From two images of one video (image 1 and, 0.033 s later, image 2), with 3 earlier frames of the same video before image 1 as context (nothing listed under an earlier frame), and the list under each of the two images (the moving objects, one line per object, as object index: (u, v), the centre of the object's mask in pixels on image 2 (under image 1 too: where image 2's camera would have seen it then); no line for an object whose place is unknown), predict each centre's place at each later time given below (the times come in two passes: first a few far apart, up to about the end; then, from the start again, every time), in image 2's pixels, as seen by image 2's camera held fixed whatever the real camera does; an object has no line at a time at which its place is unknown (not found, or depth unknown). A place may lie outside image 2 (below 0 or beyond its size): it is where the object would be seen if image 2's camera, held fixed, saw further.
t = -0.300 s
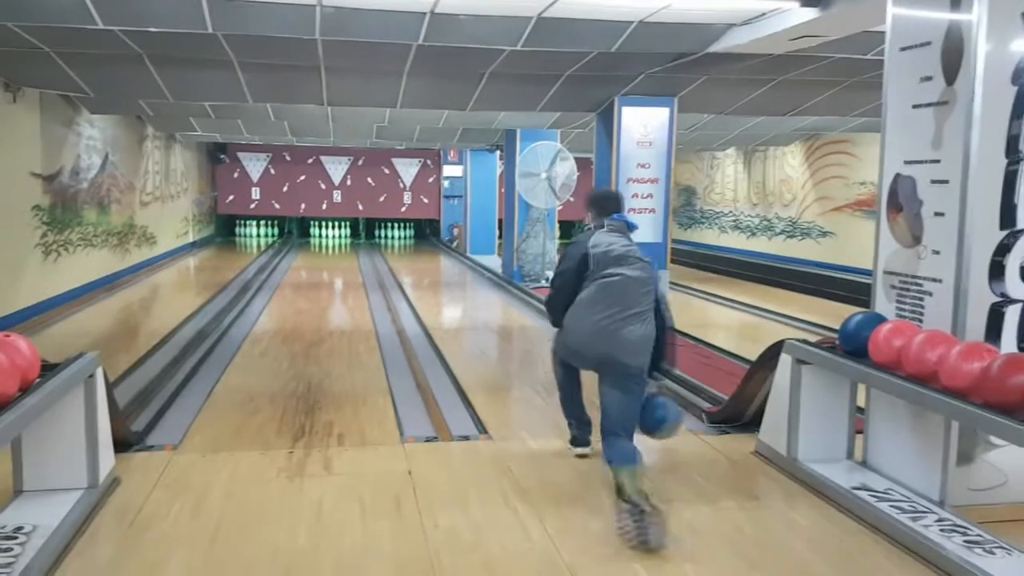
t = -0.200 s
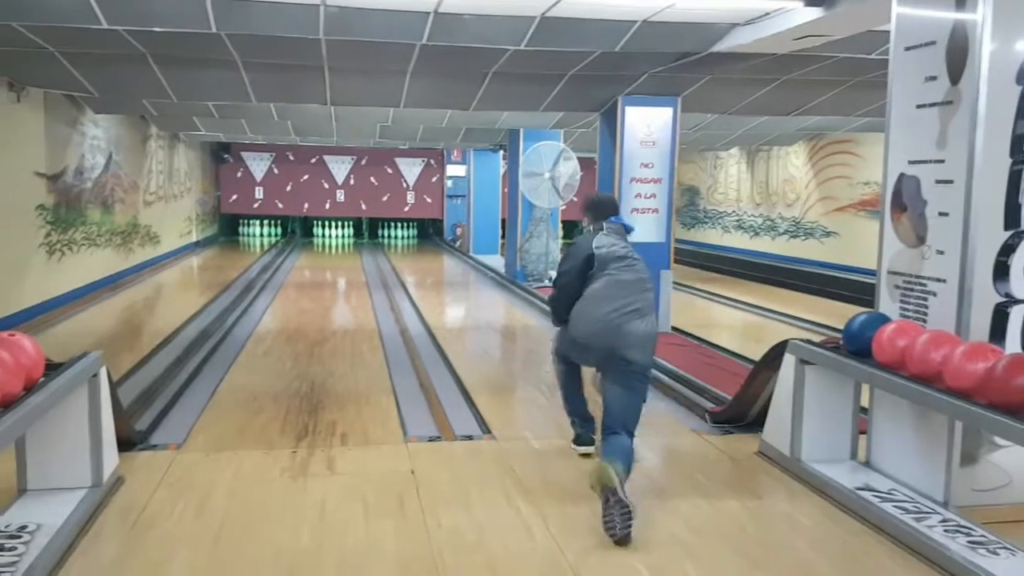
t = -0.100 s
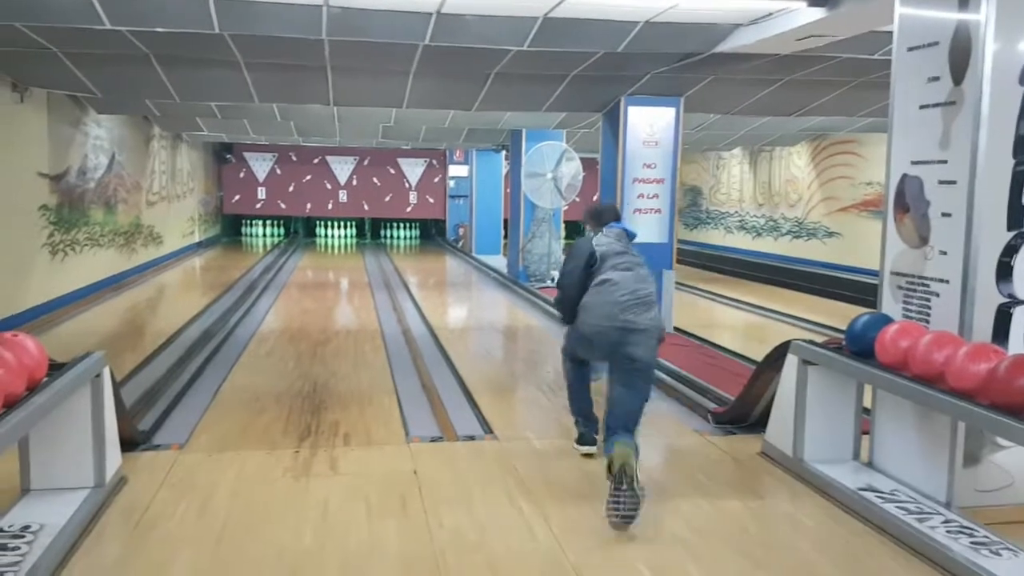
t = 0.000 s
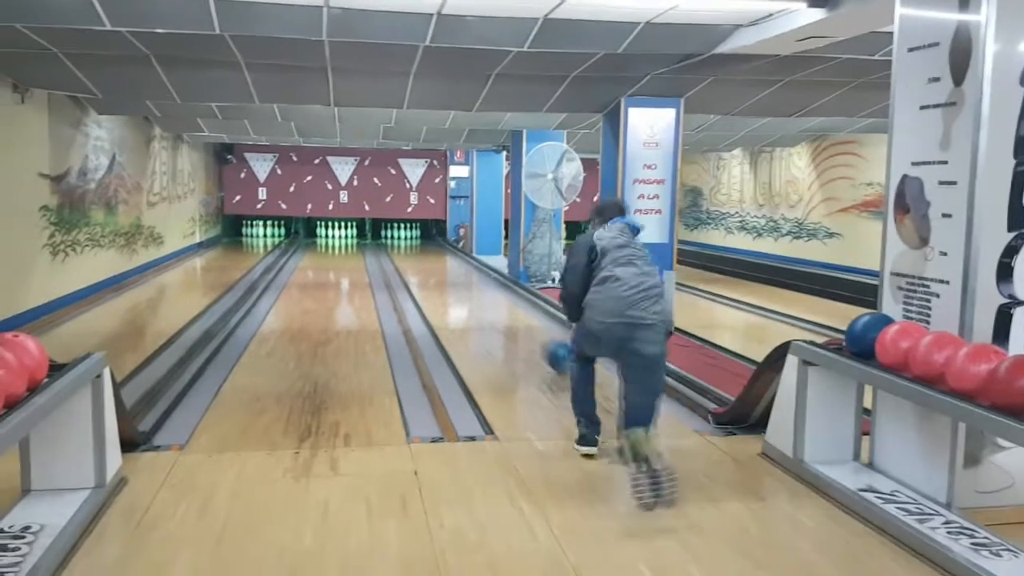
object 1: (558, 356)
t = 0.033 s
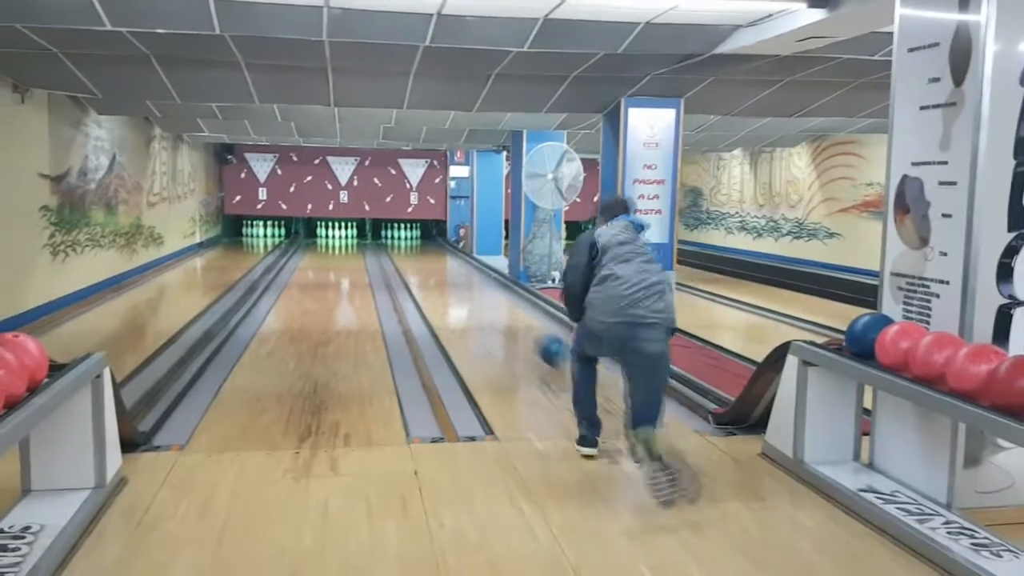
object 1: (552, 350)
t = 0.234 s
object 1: (518, 322)
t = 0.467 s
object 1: (490, 299)
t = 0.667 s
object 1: (472, 286)
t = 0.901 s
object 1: (457, 274)
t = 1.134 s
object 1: (444, 265)
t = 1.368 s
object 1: (435, 258)
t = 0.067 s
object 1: (548, 346)
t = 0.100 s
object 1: (540, 339)
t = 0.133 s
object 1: (533, 334)
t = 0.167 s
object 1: (530, 331)
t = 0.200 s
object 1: (523, 325)
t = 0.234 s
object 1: (518, 322)
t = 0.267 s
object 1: (513, 318)
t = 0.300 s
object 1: (509, 315)
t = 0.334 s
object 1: (504, 311)
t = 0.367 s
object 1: (500, 308)
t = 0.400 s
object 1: (496, 305)
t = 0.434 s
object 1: (493, 302)
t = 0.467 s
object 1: (490, 299)
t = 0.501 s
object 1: (487, 297)
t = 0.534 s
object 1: (483, 294)
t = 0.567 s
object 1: (480, 292)
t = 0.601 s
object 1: (477, 290)
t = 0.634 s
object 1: (474, 287)
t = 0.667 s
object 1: (472, 286)
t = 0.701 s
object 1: (469, 284)
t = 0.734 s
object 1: (467, 282)
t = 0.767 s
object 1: (465, 280)
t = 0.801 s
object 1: (463, 279)
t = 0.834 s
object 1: (461, 277)
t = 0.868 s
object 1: (459, 275)
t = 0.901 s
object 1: (457, 274)
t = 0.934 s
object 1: (455, 273)
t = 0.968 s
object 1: (453, 271)
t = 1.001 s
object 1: (451, 271)
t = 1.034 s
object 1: (449, 268)
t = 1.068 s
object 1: (447, 267)
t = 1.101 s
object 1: (446, 266)
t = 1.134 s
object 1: (444, 265)
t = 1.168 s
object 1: (443, 265)
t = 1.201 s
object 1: (442, 264)
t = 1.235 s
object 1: (439, 262)
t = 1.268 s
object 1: (438, 261)
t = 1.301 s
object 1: (437, 259)
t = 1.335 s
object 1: (435, 258)
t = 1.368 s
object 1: (435, 258)
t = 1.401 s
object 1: (433, 256)
